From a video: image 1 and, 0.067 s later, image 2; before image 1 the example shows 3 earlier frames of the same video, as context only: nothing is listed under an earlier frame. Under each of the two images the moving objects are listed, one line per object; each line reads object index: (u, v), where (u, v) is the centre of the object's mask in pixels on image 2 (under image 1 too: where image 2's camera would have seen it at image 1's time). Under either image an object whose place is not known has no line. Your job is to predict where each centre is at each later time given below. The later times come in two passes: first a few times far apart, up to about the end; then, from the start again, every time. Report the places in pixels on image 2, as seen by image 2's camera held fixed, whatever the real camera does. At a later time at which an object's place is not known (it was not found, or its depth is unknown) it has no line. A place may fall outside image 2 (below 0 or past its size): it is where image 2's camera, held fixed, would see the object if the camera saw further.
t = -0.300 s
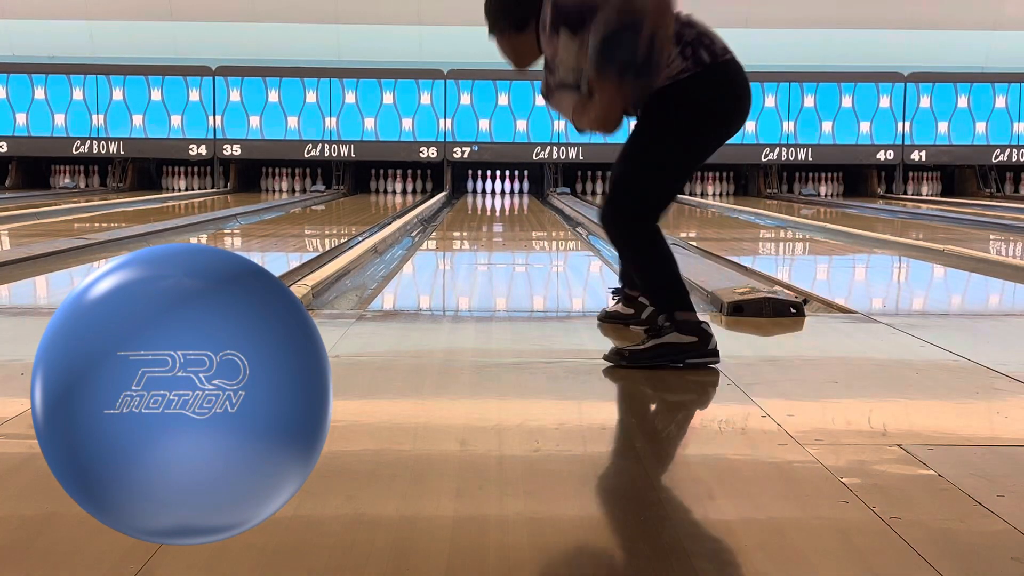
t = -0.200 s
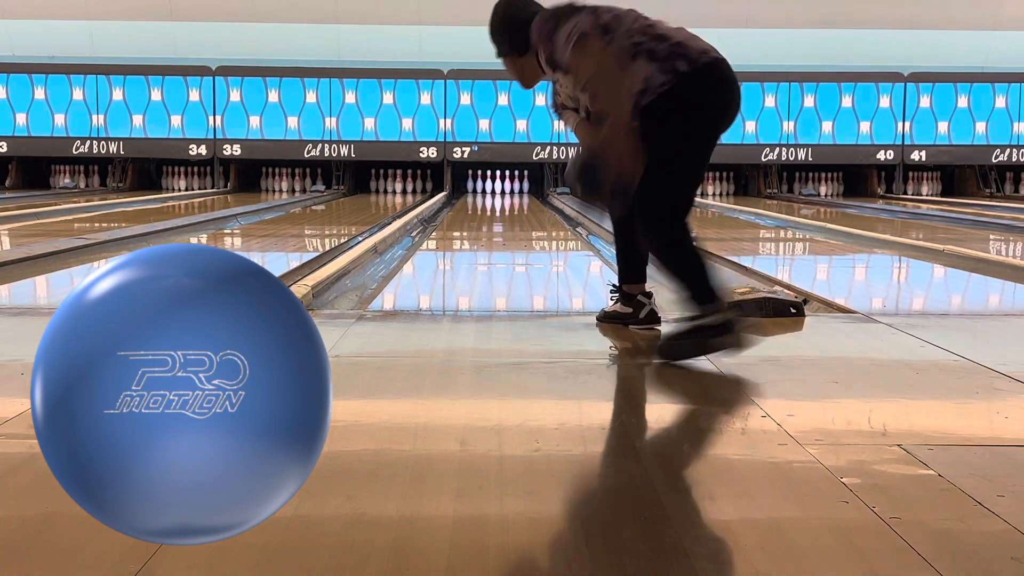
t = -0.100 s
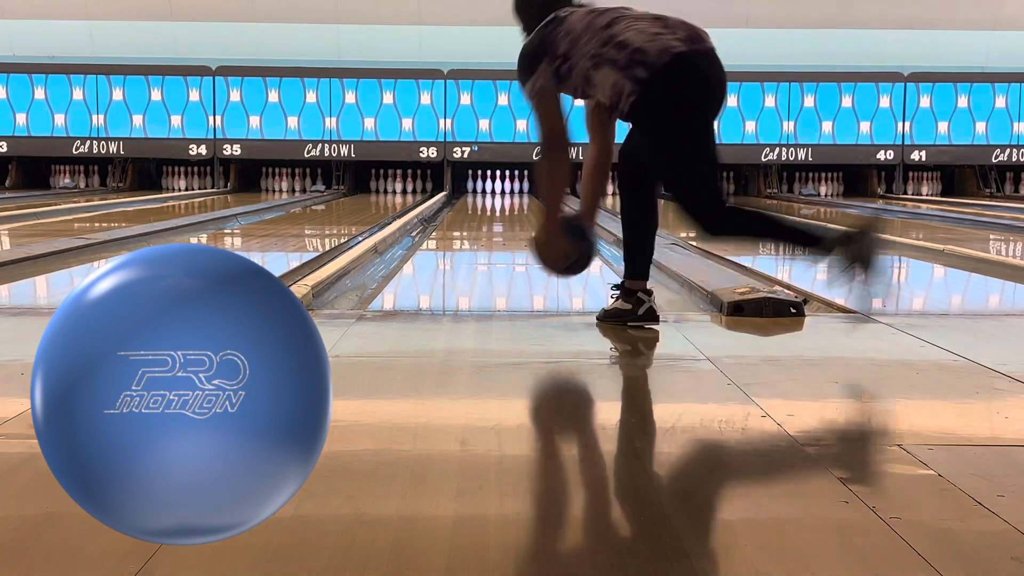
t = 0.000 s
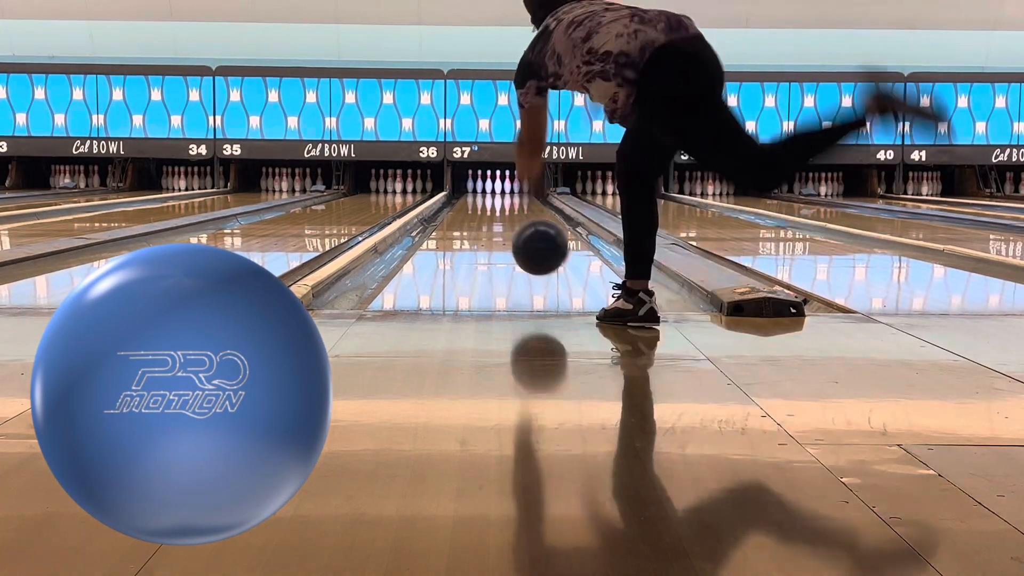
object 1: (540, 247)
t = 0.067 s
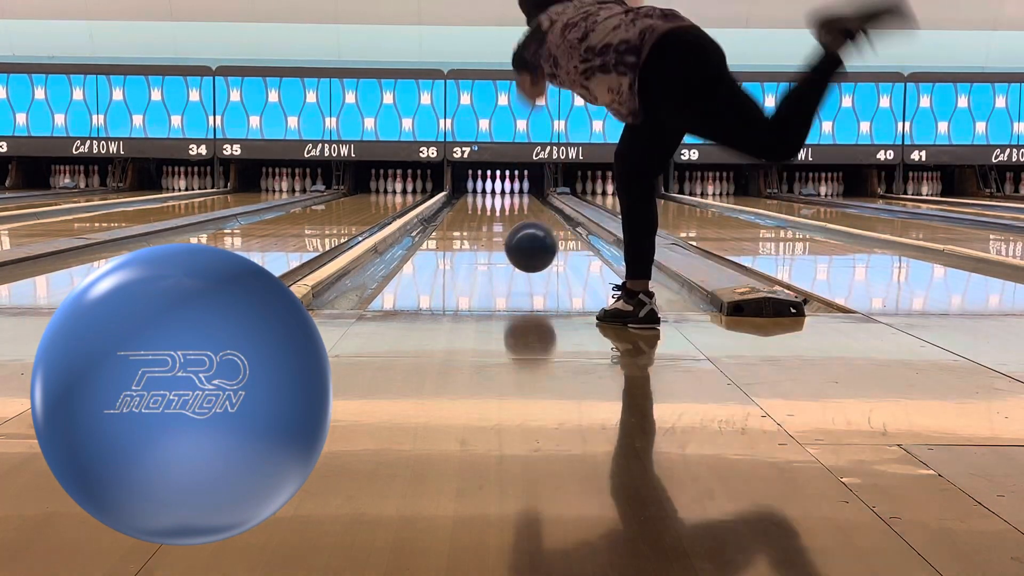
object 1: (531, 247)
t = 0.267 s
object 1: (510, 248)
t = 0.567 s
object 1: (493, 229)
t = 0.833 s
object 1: (485, 218)
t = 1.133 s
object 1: (480, 208)
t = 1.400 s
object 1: (477, 202)
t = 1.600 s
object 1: (476, 199)
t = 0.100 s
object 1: (527, 251)
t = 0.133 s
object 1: (523, 256)
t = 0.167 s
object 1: (519, 256)
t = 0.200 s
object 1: (516, 252)
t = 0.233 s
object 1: (513, 250)
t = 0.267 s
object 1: (510, 248)
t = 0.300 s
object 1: (508, 245)
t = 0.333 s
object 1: (505, 242)
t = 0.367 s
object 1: (503, 240)
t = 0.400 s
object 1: (501, 238)
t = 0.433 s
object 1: (499, 236)
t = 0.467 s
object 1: (498, 234)
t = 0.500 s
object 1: (496, 232)
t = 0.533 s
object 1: (494, 230)
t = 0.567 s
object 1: (493, 229)
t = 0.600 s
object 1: (492, 227)
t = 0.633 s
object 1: (490, 225)
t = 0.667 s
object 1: (489, 224)
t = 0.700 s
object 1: (488, 223)
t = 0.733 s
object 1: (487, 221)
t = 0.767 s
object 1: (486, 220)
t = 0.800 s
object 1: (486, 219)
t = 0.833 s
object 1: (485, 218)
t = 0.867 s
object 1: (484, 216)
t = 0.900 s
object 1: (483, 215)
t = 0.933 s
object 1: (483, 214)
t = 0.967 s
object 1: (482, 213)
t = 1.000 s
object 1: (482, 212)
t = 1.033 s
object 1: (481, 211)
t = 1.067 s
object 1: (481, 210)
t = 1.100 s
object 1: (480, 209)
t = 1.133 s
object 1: (480, 208)
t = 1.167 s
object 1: (479, 208)
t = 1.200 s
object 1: (479, 207)
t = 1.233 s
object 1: (479, 206)
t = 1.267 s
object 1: (478, 205)
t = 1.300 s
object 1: (478, 204)
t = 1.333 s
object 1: (478, 204)
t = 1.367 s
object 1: (478, 203)
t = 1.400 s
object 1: (477, 202)
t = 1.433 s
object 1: (477, 202)
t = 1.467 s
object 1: (477, 201)
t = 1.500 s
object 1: (477, 200)
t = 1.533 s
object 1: (476, 200)
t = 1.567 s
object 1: (476, 199)
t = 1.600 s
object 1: (476, 199)
